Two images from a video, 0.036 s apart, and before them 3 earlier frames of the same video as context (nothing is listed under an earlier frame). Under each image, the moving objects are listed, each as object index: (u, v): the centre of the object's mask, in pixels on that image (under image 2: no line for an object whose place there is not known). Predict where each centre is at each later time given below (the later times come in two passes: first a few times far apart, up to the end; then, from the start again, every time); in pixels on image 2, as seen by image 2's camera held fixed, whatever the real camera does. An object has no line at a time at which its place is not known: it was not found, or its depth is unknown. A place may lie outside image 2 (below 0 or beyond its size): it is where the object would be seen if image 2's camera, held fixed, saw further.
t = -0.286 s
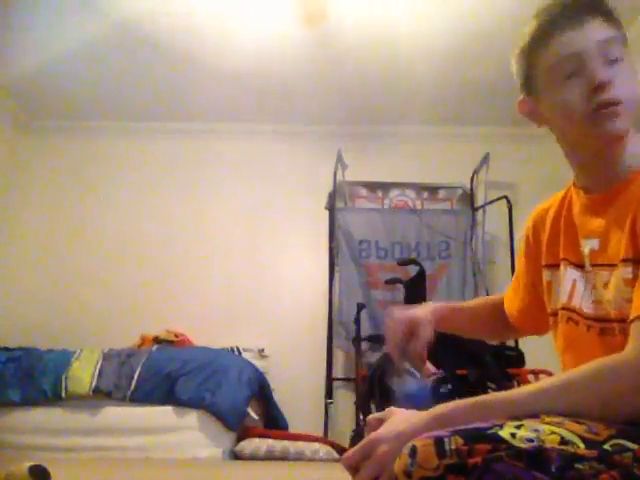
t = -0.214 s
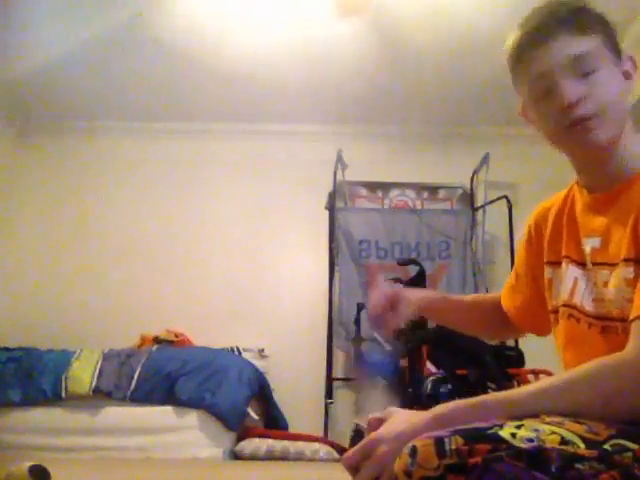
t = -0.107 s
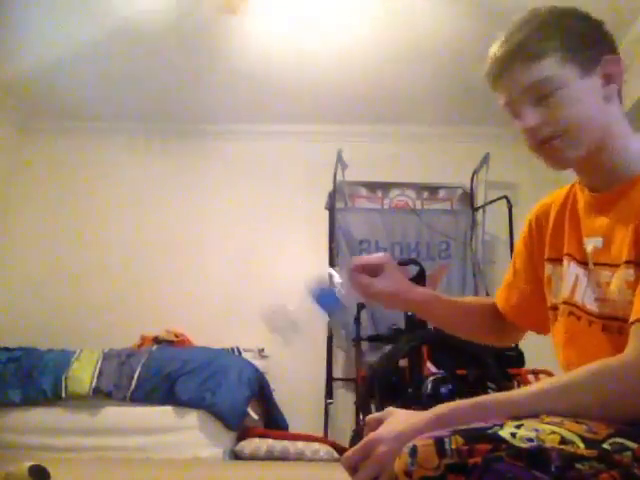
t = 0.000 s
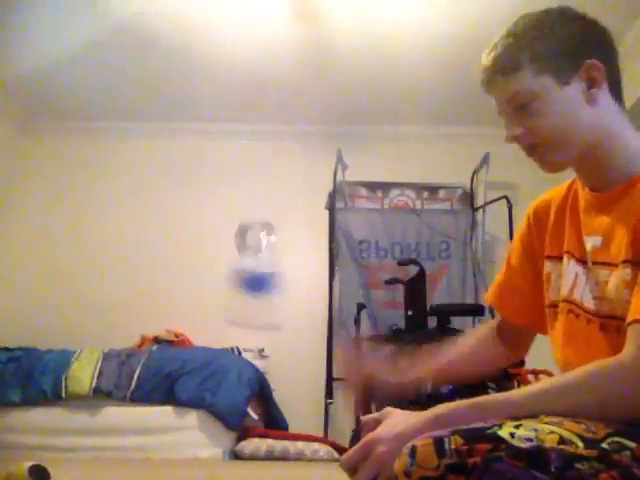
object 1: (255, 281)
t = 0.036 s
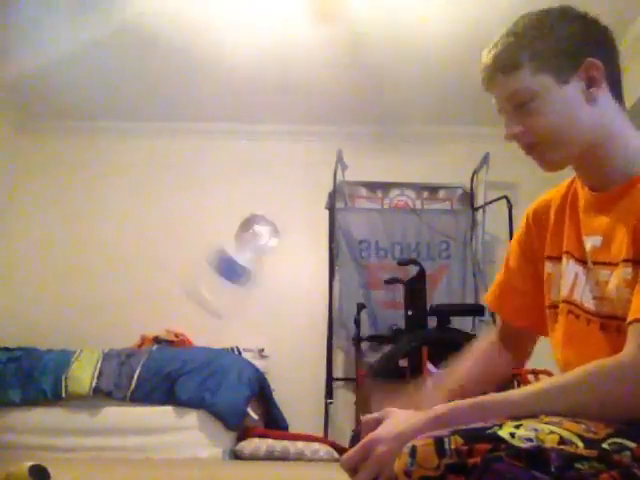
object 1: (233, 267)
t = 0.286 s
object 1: (231, 370)
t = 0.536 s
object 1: (264, 458)
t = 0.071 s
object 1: (221, 251)
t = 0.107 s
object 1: (221, 240)
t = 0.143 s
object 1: (229, 243)
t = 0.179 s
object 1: (234, 260)
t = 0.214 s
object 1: (235, 286)
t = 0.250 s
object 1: (234, 327)
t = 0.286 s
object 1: (231, 370)
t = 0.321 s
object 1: (230, 413)
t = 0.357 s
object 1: (233, 436)
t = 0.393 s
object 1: (236, 435)
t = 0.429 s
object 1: (239, 436)
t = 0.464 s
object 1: (243, 436)
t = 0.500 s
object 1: (258, 446)
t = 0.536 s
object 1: (264, 458)
